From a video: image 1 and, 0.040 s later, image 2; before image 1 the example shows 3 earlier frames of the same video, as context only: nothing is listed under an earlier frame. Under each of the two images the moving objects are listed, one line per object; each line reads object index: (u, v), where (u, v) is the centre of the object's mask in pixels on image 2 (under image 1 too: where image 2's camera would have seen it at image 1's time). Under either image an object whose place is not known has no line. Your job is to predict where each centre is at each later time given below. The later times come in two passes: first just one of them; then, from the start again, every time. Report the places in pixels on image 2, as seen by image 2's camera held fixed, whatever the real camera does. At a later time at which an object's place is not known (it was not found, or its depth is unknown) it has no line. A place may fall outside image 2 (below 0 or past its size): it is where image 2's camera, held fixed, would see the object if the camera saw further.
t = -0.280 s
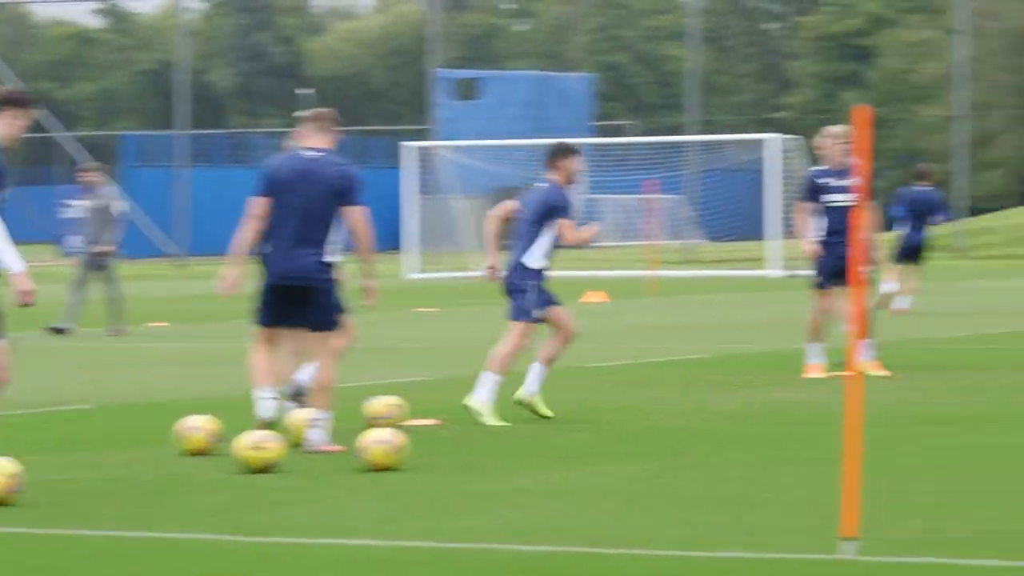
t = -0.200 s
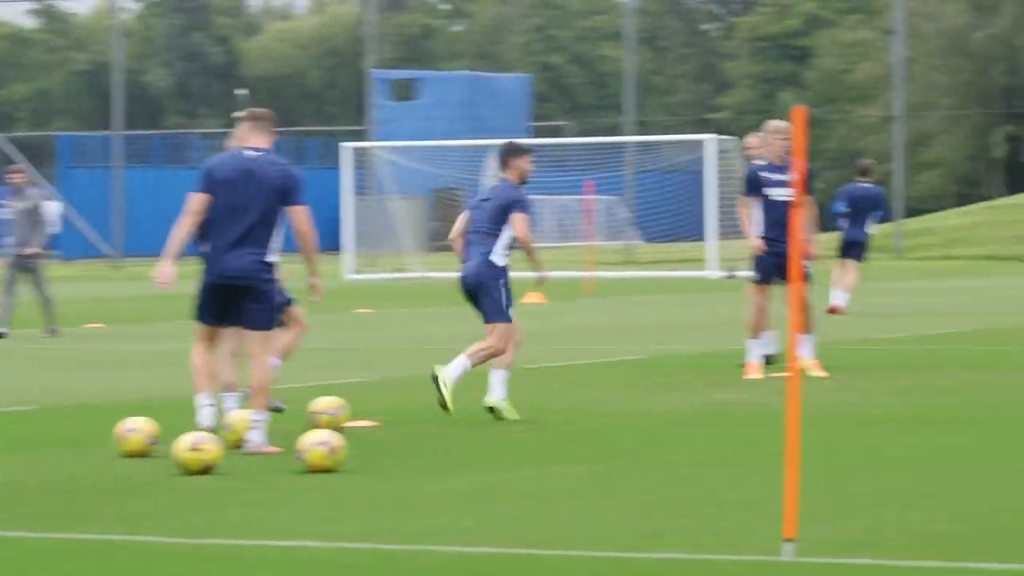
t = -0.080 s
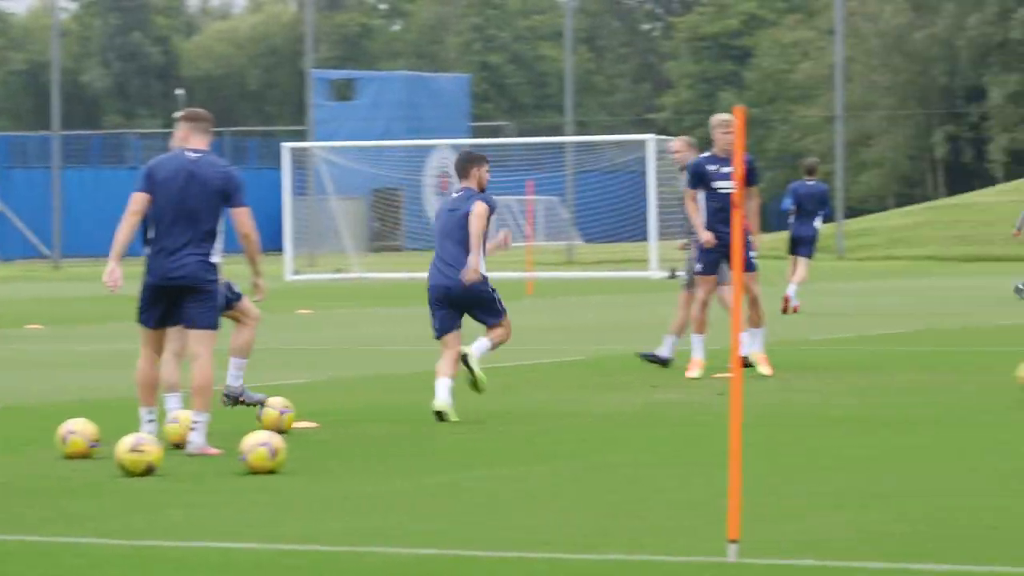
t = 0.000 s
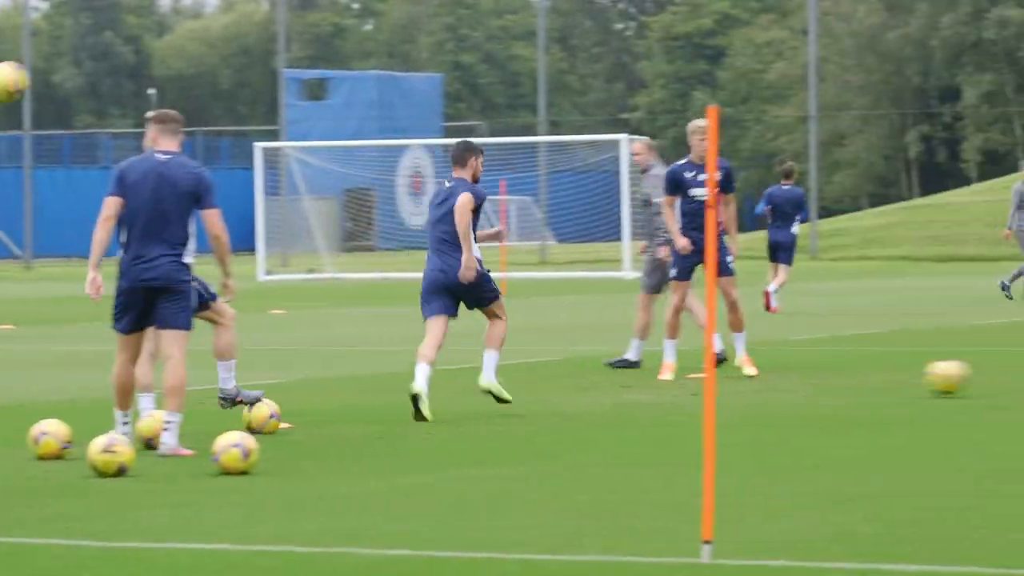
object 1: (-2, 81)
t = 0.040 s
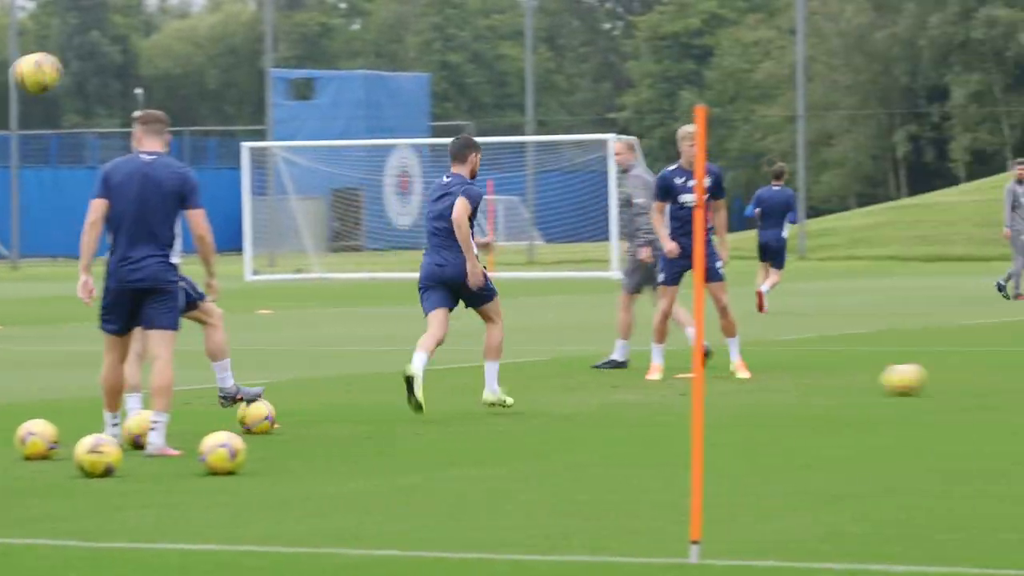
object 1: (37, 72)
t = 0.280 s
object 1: (304, 79)
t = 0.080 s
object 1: (81, 67)
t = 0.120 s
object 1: (126, 63)
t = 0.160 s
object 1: (172, 64)
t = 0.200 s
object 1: (216, 66)
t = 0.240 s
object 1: (259, 71)
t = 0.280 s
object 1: (304, 79)
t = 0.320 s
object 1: (348, 91)
